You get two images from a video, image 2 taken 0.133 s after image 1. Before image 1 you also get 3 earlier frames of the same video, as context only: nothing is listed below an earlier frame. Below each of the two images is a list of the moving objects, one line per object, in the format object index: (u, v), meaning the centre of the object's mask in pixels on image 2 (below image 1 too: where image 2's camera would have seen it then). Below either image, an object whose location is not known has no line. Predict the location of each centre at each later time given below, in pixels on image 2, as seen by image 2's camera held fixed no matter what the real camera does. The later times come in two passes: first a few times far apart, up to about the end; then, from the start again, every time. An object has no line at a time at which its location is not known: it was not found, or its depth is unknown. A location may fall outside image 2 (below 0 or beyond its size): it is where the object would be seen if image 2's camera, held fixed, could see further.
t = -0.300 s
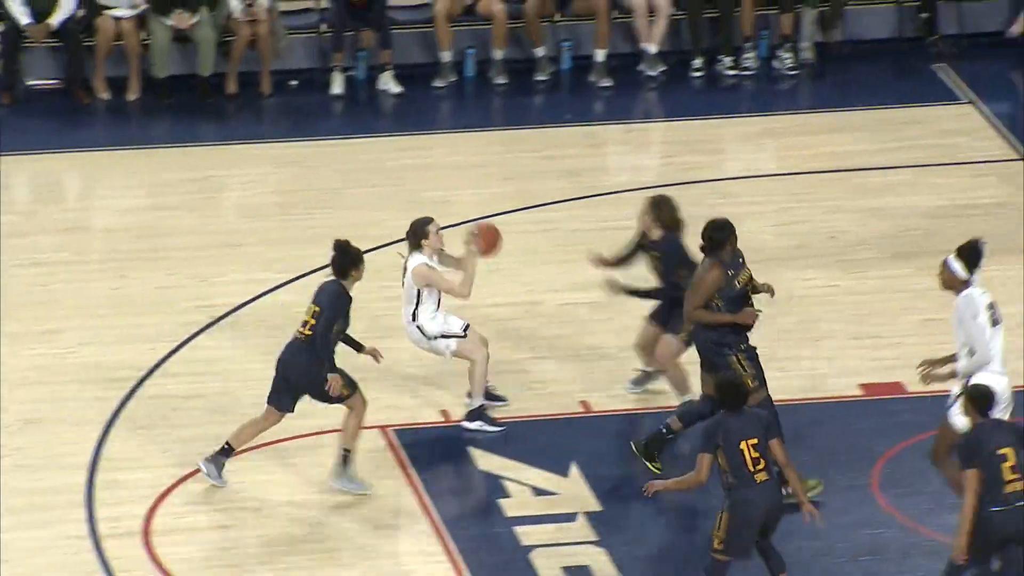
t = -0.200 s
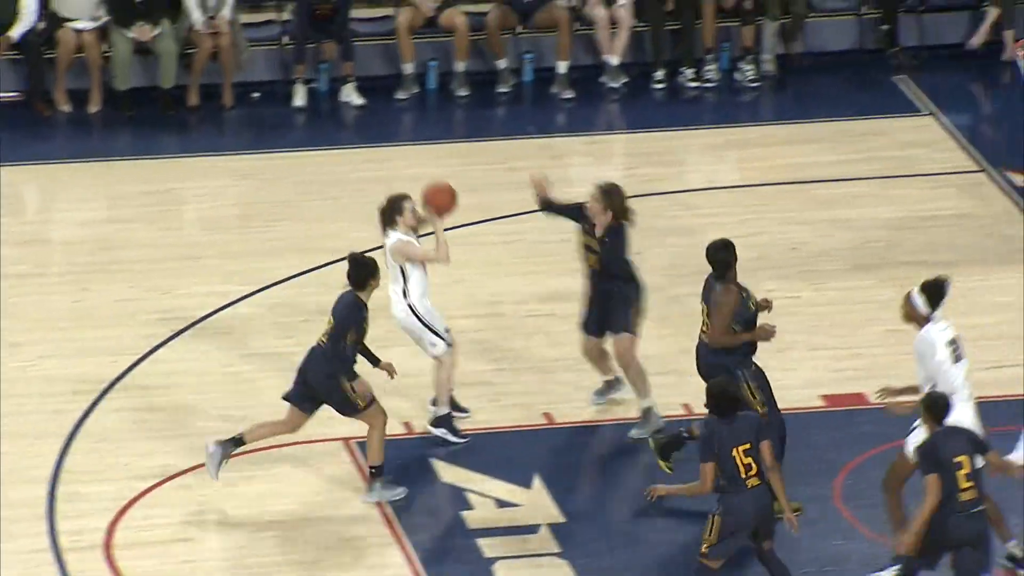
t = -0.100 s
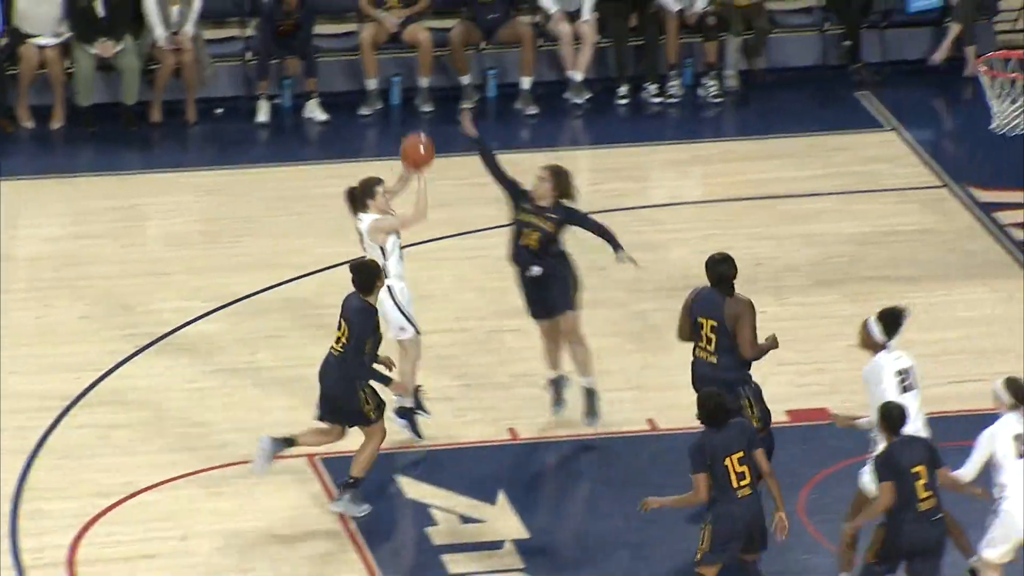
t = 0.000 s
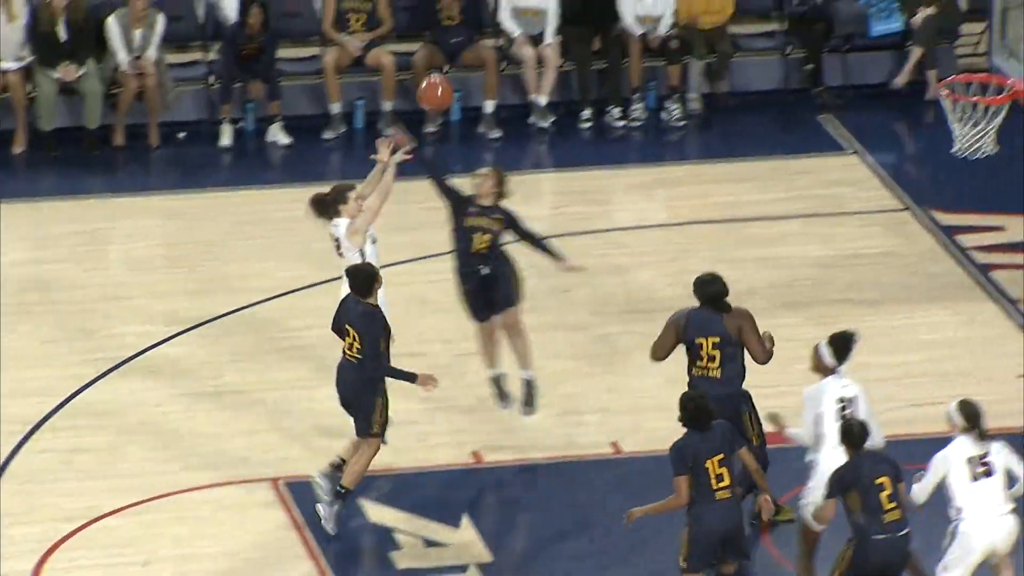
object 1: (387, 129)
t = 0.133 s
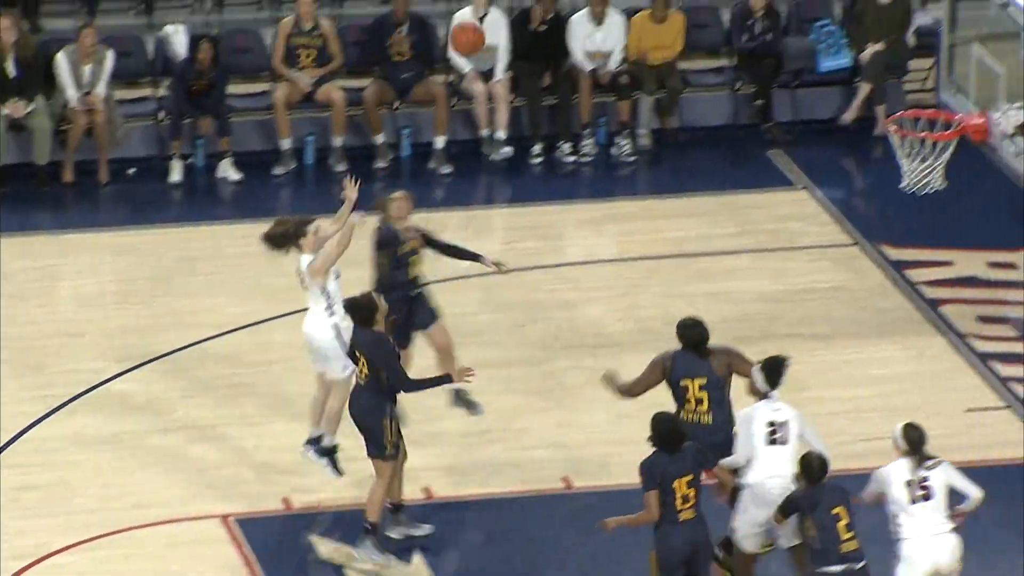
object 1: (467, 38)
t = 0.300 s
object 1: (568, -37)
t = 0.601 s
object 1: (749, -81)
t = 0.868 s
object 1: (909, -7)
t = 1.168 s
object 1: (902, 149)
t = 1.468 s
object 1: (906, 140)
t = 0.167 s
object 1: (487, 19)
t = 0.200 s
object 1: (508, 2)
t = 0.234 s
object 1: (527, -13)
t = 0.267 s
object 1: (548, -26)
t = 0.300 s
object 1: (568, -37)
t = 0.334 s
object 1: (588, -48)
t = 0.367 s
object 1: (608, -57)
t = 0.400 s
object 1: (629, -64)
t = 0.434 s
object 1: (649, -71)
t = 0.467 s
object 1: (669, -76)
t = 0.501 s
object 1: (689, -80)
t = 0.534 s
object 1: (709, -83)
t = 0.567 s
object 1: (730, -83)
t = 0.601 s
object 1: (749, -81)
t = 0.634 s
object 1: (769, -78)
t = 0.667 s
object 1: (789, -72)
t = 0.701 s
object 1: (809, -66)
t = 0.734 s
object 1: (829, -57)
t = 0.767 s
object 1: (849, -47)
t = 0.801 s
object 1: (868, -36)
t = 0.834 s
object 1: (888, -23)
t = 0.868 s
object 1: (909, -7)
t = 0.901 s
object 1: (927, 10)
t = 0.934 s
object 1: (946, 30)
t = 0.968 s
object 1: (965, 49)
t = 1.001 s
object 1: (970, 69)
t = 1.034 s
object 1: (955, 87)
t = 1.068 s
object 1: (940, 108)
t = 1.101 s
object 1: (928, 124)
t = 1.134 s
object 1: (915, 136)
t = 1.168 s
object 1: (902, 149)
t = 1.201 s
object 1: (894, 150)
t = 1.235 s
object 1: (891, 146)
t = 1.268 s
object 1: (889, 144)
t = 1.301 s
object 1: (887, 142)
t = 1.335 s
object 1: (889, 141)
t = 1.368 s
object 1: (892, 138)
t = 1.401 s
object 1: (898, 137)
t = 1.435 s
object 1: (901, 138)
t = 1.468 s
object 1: (906, 140)
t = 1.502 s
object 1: (910, 144)
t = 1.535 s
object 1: (913, 145)
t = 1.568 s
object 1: (917, 160)
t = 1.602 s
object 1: (925, 168)
